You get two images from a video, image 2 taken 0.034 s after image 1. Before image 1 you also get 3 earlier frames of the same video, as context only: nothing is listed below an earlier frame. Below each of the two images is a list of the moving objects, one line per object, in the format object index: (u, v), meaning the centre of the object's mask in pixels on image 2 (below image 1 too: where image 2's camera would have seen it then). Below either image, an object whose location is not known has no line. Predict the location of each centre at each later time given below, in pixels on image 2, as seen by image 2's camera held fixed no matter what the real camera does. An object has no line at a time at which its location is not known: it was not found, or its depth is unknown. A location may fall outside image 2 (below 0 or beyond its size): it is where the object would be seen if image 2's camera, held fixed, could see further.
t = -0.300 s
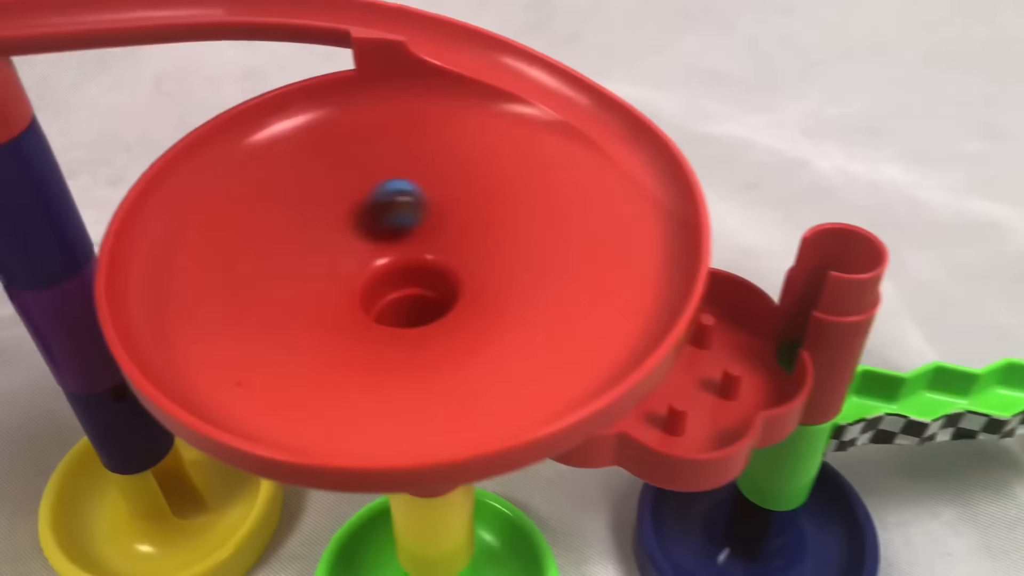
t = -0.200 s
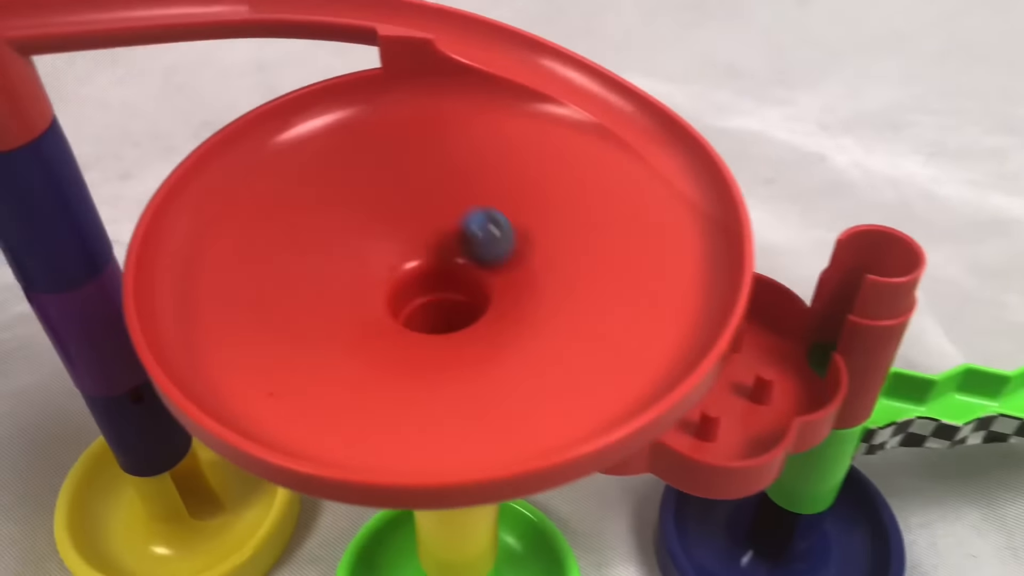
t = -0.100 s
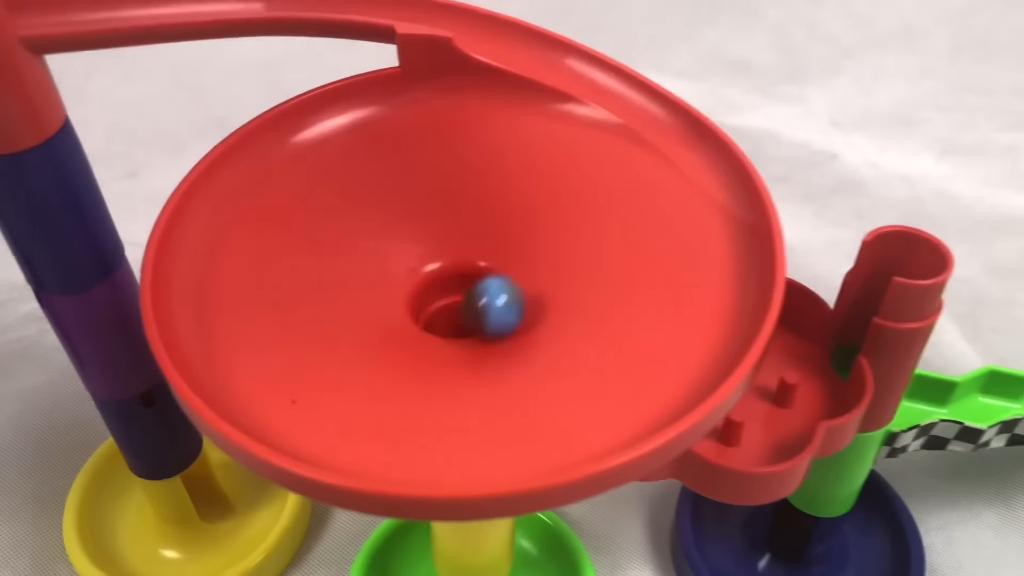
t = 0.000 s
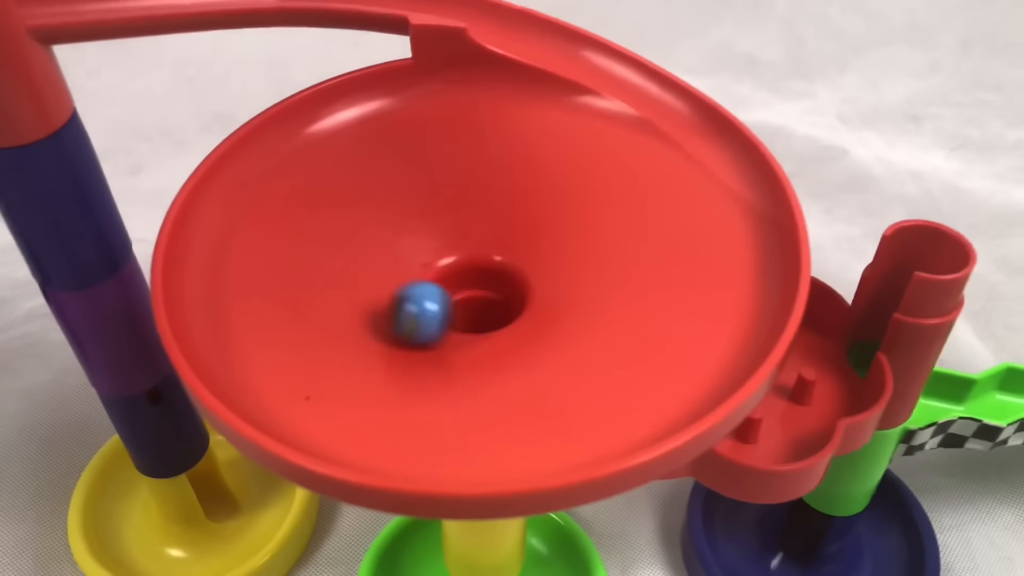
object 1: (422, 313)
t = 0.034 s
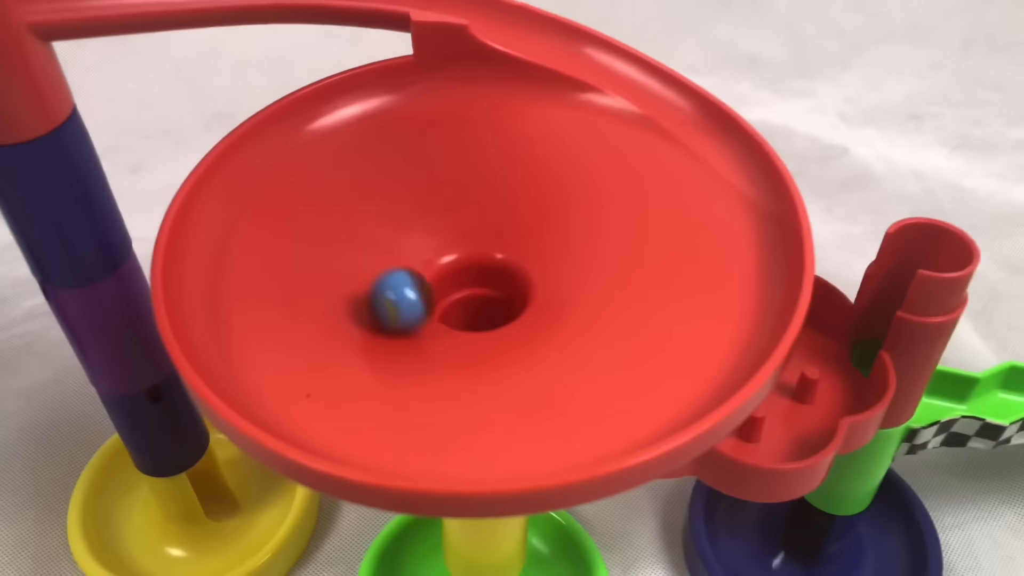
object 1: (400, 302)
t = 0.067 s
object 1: (386, 288)
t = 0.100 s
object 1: (380, 272)
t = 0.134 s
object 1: (387, 256)
